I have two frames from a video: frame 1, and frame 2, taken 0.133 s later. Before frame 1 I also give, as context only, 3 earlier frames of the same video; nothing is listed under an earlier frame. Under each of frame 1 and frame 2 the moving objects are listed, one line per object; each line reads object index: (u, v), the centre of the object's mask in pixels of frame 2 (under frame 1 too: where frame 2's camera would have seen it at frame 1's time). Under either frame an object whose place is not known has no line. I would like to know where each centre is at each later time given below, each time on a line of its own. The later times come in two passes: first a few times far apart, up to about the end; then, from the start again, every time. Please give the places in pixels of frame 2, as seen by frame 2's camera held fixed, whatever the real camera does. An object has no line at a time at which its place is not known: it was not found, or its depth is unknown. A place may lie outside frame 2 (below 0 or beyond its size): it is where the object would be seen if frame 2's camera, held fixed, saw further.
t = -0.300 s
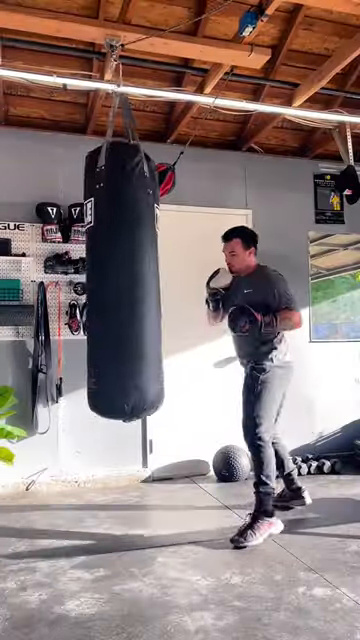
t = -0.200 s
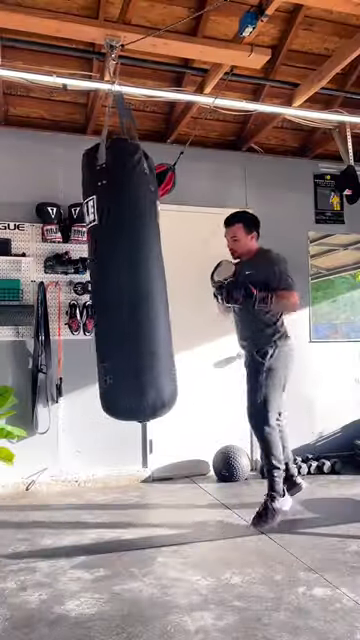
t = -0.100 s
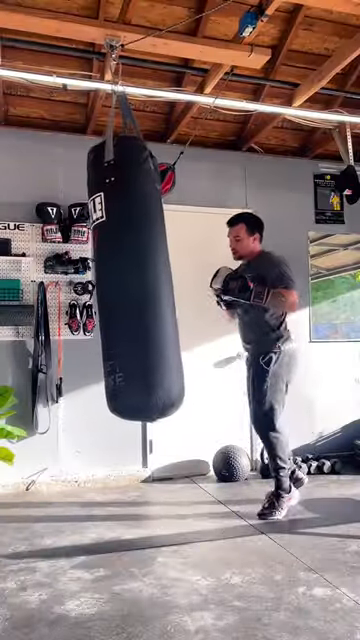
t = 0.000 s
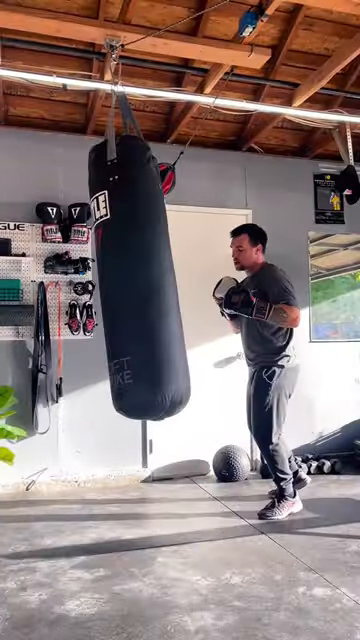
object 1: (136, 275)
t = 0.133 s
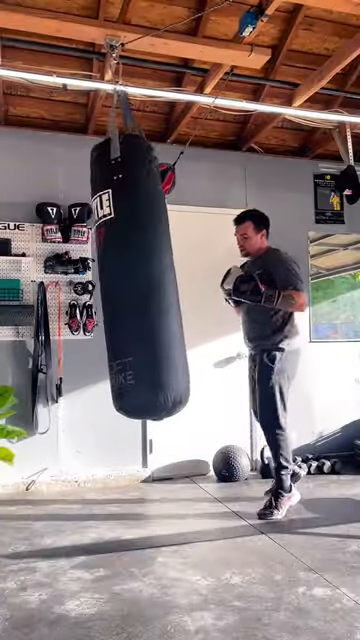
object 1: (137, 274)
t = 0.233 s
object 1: (134, 274)
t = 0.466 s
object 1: (121, 275)
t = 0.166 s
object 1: (136, 274)
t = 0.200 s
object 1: (135, 274)
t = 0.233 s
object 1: (134, 274)
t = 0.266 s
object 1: (132, 274)
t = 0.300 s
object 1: (131, 275)
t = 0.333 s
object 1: (129, 274)
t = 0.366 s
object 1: (127, 274)
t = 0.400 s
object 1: (125, 275)
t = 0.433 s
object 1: (123, 275)
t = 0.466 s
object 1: (121, 275)
